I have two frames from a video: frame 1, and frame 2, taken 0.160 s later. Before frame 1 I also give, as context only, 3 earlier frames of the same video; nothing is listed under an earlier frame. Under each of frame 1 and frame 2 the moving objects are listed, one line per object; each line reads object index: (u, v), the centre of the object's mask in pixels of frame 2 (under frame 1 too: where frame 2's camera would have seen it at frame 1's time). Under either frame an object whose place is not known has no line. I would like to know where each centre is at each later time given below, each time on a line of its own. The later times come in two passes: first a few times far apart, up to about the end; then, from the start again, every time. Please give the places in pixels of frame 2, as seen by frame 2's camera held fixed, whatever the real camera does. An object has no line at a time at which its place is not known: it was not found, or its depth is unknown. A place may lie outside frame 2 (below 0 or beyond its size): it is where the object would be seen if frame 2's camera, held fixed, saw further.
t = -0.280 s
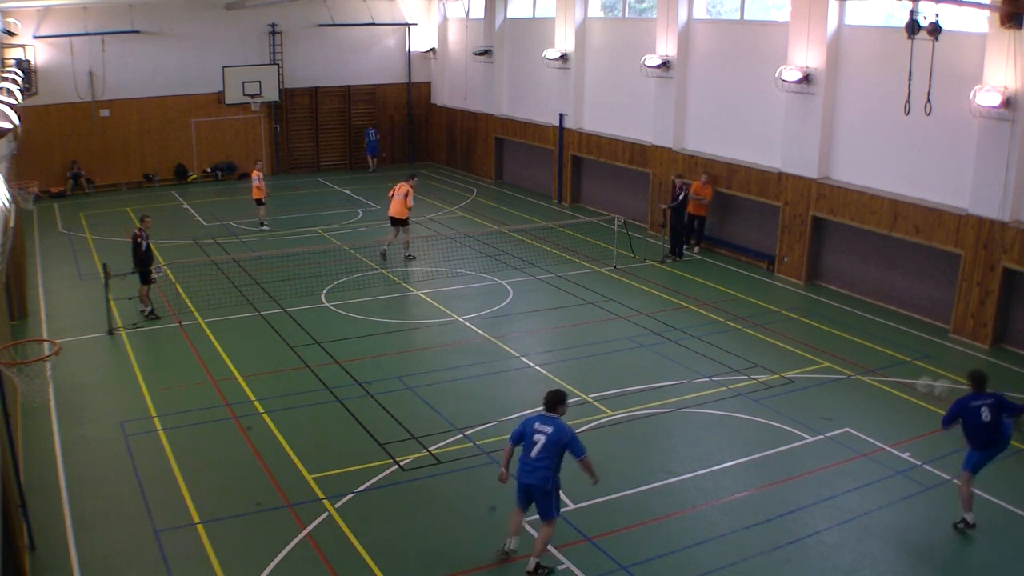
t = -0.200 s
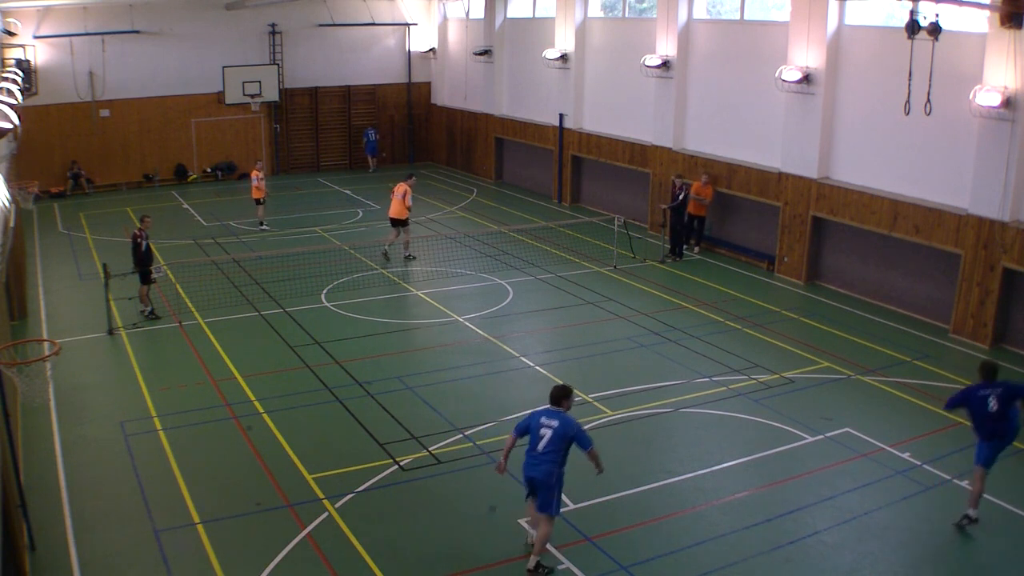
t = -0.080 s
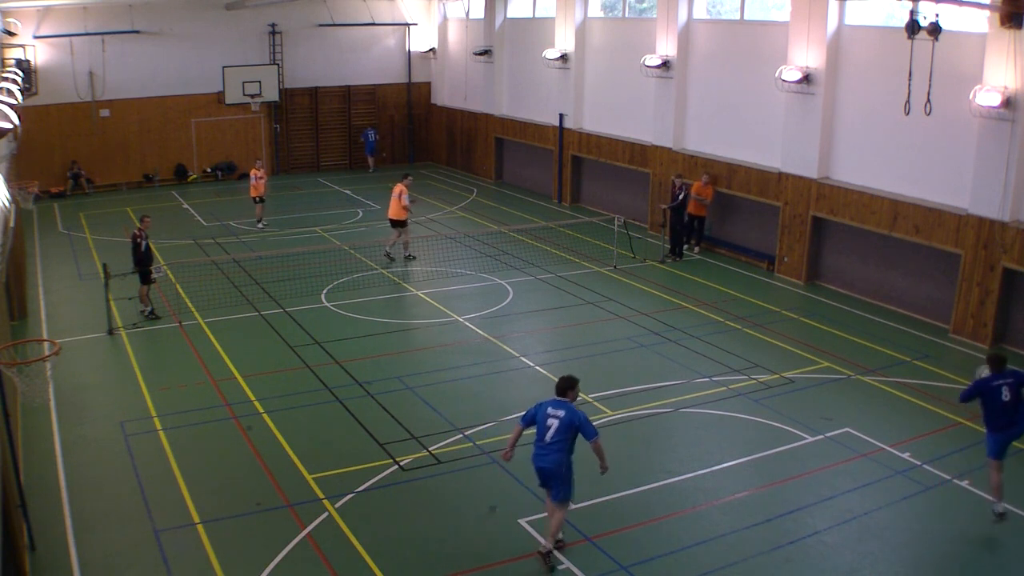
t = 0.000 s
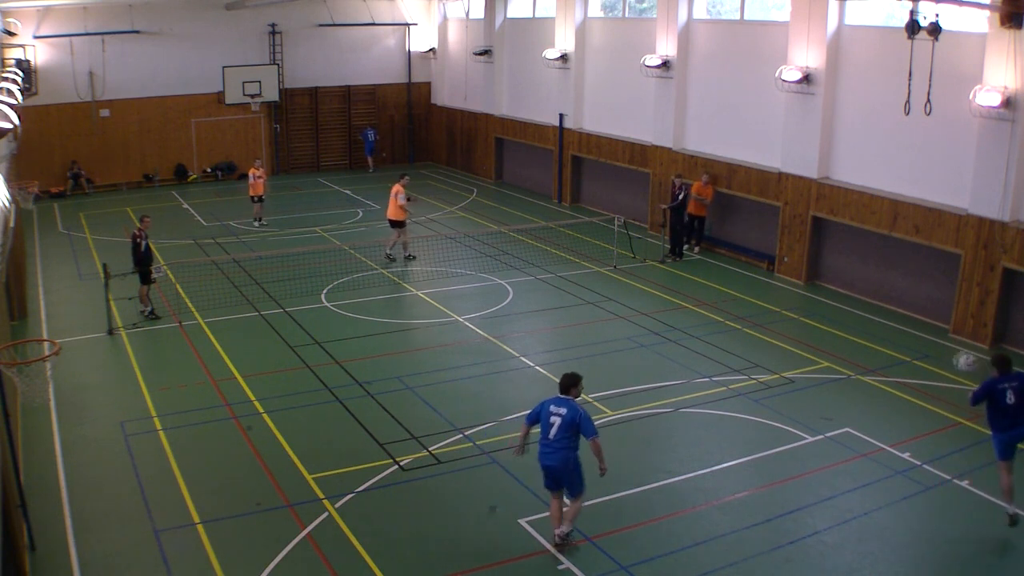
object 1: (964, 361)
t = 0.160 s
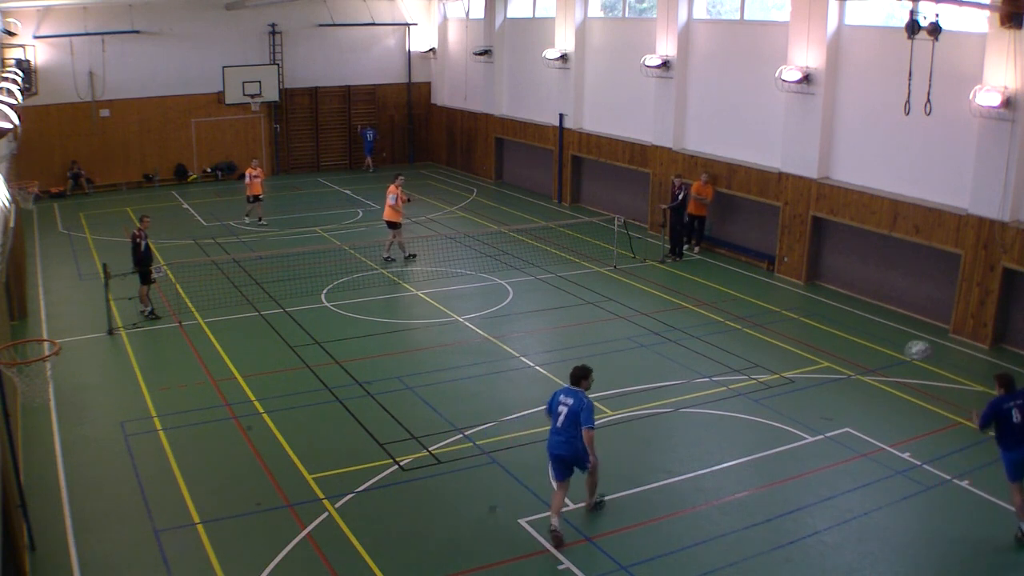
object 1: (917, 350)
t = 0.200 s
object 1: (905, 350)
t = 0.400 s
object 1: (840, 371)
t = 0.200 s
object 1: (905, 350)
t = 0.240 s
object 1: (892, 351)
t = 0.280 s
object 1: (879, 354)
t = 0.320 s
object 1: (866, 359)
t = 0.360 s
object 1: (854, 364)
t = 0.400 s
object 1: (840, 371)
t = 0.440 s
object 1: (828, 380)
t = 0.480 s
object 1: (815, 389)
